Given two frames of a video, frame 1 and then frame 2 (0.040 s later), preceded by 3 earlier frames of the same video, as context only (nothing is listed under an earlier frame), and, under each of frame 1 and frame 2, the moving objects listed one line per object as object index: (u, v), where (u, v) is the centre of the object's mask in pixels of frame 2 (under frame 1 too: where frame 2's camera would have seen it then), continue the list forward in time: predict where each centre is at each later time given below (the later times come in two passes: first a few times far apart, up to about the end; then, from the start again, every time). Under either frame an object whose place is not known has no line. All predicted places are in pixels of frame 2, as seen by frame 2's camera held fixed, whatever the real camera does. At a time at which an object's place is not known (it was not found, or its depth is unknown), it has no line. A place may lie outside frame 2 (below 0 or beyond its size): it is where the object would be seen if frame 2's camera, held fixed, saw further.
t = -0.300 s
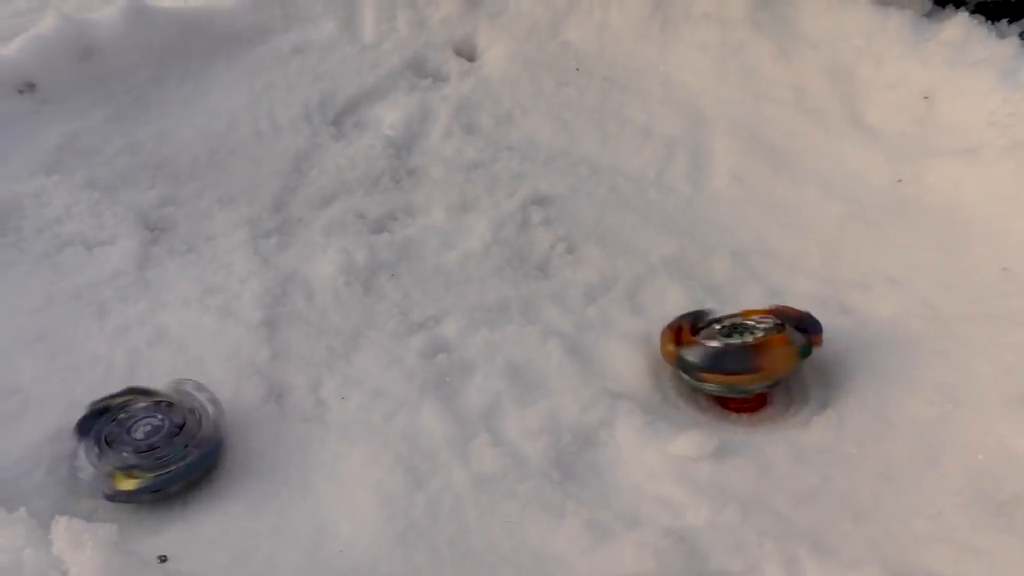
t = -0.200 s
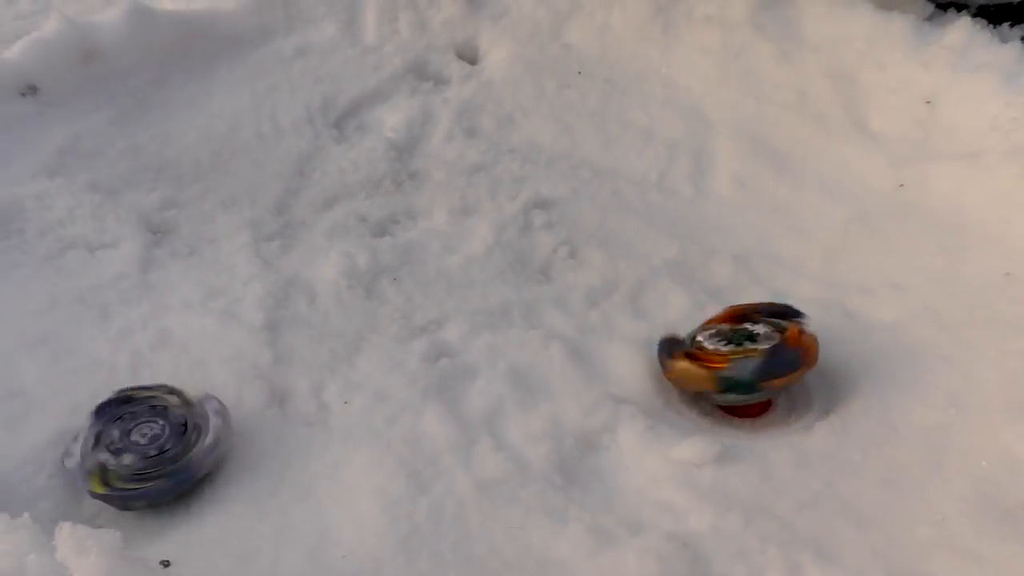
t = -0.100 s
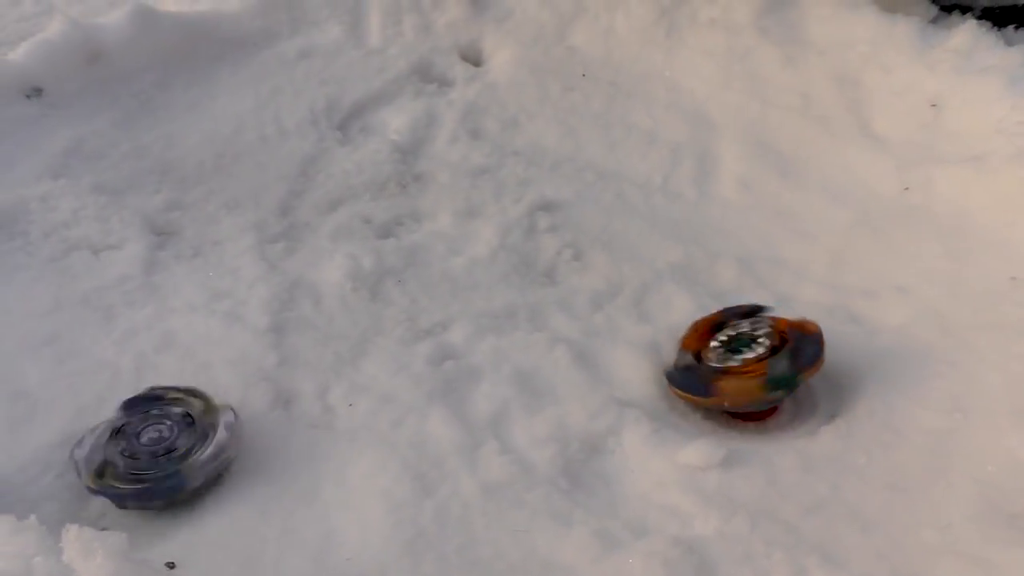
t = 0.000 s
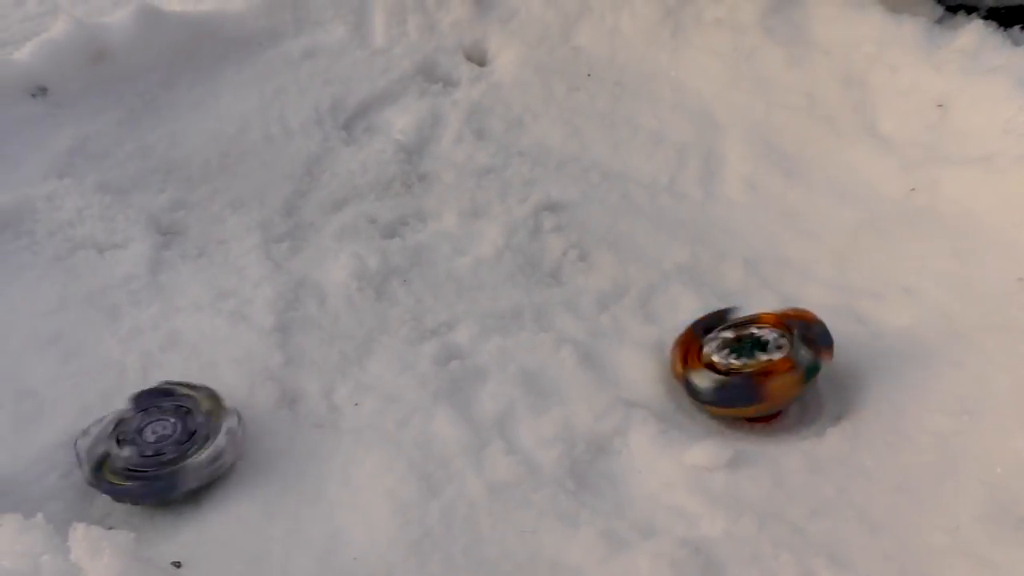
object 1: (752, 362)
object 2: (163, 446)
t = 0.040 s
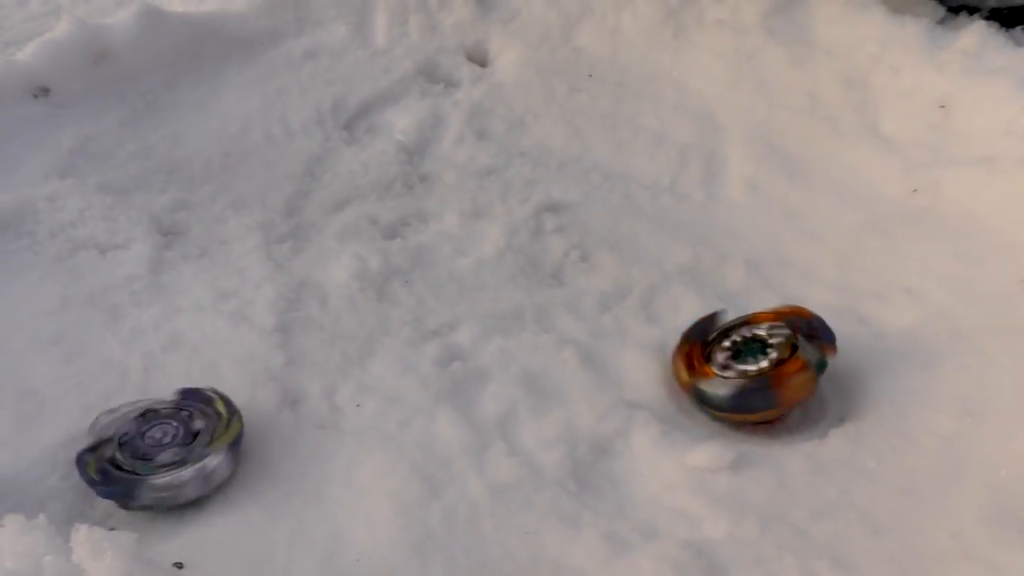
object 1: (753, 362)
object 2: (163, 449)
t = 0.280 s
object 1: (758, 367)
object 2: (164, 446)
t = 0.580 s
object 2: (164, 444)
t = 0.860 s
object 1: (771, 368)
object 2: (162, 446)
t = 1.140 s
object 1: (774, 365)
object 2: (167, 444)
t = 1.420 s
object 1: (767, 363)
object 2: (168, 451)
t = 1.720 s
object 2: (169, 452)
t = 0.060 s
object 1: (752, 363)
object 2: (164, 450)
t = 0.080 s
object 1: (753, 364)
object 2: (162, 452)
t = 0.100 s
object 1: (755, 364)
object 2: (167, 450)
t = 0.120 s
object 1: (753, 364)
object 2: (165, 451)
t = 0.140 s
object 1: (755, 365)
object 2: (165, 450)
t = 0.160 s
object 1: (756, 365)
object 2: (166, 449)
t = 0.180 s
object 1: (755, 366)
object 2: (164, 451)
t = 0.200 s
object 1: (756, 367)
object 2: (166, 449)
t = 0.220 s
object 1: (757, 366)
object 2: (163, 450)
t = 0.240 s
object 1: (756, 367)
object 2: (165, 448)
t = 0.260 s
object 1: (758, 368)
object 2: (164, 446)
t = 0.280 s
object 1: (758, 367)
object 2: (164, 446)
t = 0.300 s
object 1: (758, 369)
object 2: (164, 444)
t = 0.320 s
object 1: (759, 368)
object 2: (159, 448)
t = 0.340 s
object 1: (760, 368)
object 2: (159, 450)
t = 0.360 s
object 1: (759, 369)
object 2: (157, 450)
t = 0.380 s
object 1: (762, 370)
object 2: (160, 452)
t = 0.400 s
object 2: (160, 451)
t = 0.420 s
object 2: (159, 452)
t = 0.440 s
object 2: (165, 452)
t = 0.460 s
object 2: (165, 453)
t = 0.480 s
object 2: (167, 450)
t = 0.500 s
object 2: (165, 449)
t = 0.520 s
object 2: (168, 448)
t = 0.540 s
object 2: (167, 446)
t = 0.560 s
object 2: (164, 445)
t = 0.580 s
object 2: (164, 444)
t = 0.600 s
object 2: (160, 450)
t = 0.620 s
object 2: (159, 450)
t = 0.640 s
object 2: (157, 452)
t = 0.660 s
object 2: (162, 452)
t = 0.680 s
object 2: (161, 453)
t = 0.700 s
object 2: (166, 453)
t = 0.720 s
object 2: (167, 452)
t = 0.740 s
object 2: (167, 451)
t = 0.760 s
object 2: (168, 448)
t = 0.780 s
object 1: (769, 369)
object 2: (165, 449)
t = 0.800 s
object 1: (771, 370)
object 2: (169, 446)
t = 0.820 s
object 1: (771, 368)
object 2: (165, 446)
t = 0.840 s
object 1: (771, 368)
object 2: (166, 444)
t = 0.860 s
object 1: (771, 368)
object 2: (162, 446)
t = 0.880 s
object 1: (773, 368)
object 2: (162, 449)
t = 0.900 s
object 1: (772, 367)
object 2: (157, 451)
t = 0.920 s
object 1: (772, 368)
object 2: (160, 451)
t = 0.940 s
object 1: (773, 367)
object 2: (160, 452)
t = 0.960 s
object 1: (772, 366)
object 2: (165, 452)
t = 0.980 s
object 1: (772, 367)
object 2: (165, 452)
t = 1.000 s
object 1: (773, 367)
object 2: (168, 452)
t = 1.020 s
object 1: (773, 367)
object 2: (169, 450)
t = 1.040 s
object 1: (774, 367)
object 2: (170, 450)
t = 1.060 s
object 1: (774, 367)
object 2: (168, 448)
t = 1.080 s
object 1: (774, 366)
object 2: (169, 448)
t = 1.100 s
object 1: (774, 366)
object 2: (169, 446)
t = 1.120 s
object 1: (775, 366)
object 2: (168, 447)
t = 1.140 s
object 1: (774, 365)
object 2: (167, 444)
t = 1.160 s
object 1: (774, 365)
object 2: (167, 444)
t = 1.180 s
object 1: (774, 367)
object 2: (165, 446)
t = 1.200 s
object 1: (772, 365)
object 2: (163, 451)
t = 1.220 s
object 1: (771, 365)
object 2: (161, 449)
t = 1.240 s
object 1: (771, 366)
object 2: (164, 450)
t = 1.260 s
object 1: (771, 366)
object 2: (166, 451)
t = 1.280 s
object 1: (770, 365)
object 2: (166, 454)
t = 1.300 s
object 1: (770, 365)
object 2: (167, 452)
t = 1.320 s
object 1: (770, 365)
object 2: (168, 452)
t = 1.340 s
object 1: (769, 365)
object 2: (169, 450)
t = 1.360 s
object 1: (769, 365)
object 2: (170, 451)
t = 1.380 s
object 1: (768, 365)
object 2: (169, 450)
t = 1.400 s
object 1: (769, 365)
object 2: (169, 451)
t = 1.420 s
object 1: (767, 363)
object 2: (168, 451)
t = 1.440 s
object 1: (768, 365)
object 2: (170, 451)
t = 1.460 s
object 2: (167, 452)
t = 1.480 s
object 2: (169, 452)
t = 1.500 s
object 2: (166, 453)
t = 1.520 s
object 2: (170, 453)
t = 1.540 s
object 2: (167, 454)
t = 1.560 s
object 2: (168, 453)
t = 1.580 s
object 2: (165, 454)
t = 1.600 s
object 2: (169, 452)
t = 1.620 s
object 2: (167, 454)
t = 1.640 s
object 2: (169, 452)
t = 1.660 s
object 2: (167, 454)
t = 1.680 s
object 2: (169, 453)
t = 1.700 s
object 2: (170, 453)
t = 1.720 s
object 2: (169, 452)
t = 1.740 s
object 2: (169, 454)
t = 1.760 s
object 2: (169, 452)
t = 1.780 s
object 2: (171, 454)
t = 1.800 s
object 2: (169, 455)
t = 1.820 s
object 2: (171, 453)
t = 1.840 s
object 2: (169, 454)
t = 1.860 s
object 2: (172, 452)
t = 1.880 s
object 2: (171, 453)
